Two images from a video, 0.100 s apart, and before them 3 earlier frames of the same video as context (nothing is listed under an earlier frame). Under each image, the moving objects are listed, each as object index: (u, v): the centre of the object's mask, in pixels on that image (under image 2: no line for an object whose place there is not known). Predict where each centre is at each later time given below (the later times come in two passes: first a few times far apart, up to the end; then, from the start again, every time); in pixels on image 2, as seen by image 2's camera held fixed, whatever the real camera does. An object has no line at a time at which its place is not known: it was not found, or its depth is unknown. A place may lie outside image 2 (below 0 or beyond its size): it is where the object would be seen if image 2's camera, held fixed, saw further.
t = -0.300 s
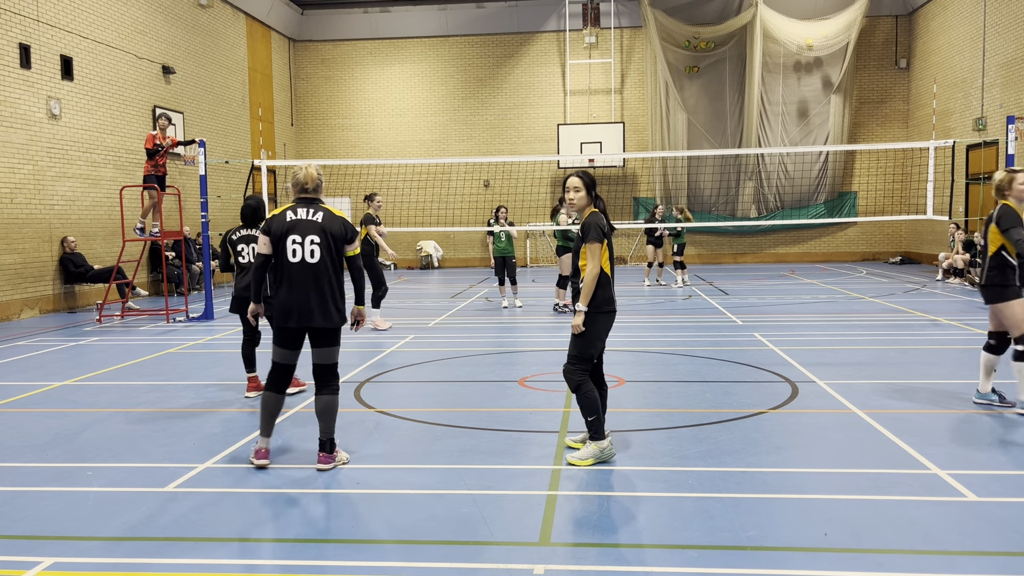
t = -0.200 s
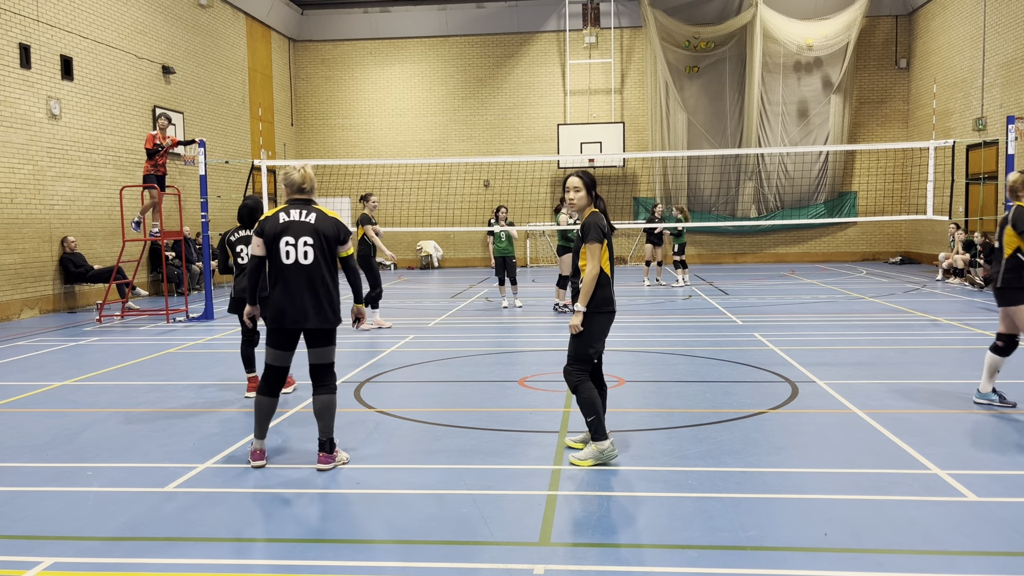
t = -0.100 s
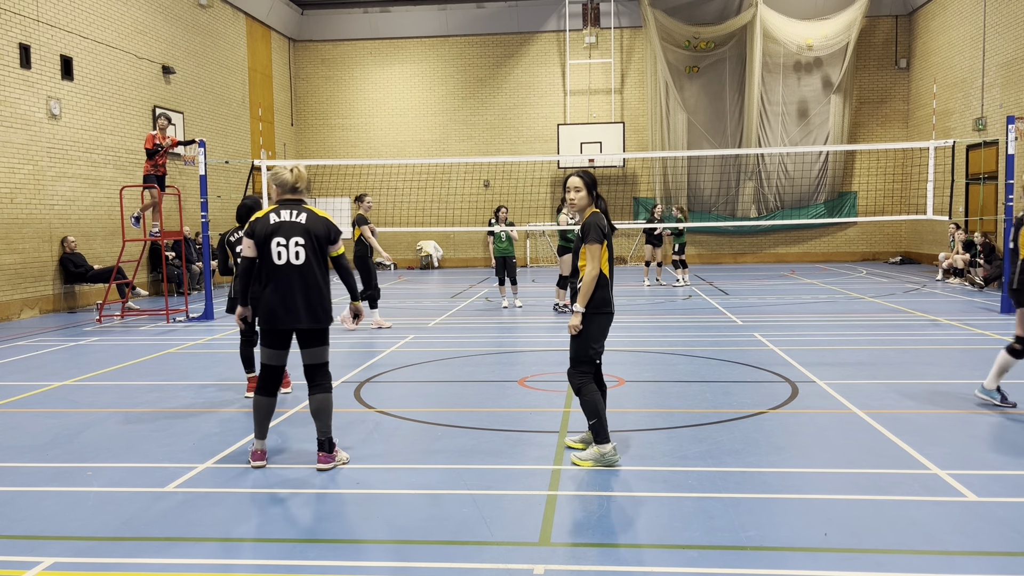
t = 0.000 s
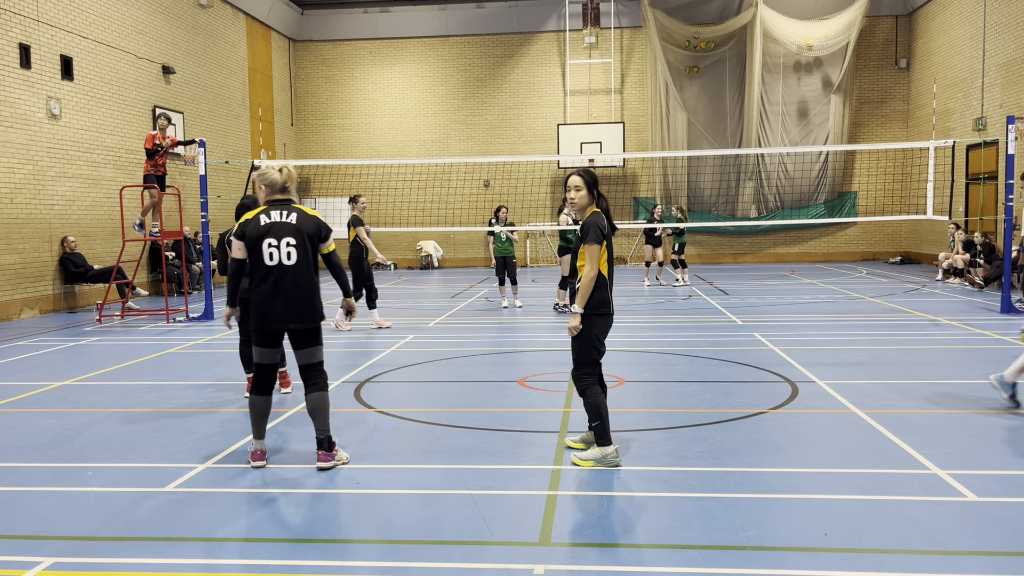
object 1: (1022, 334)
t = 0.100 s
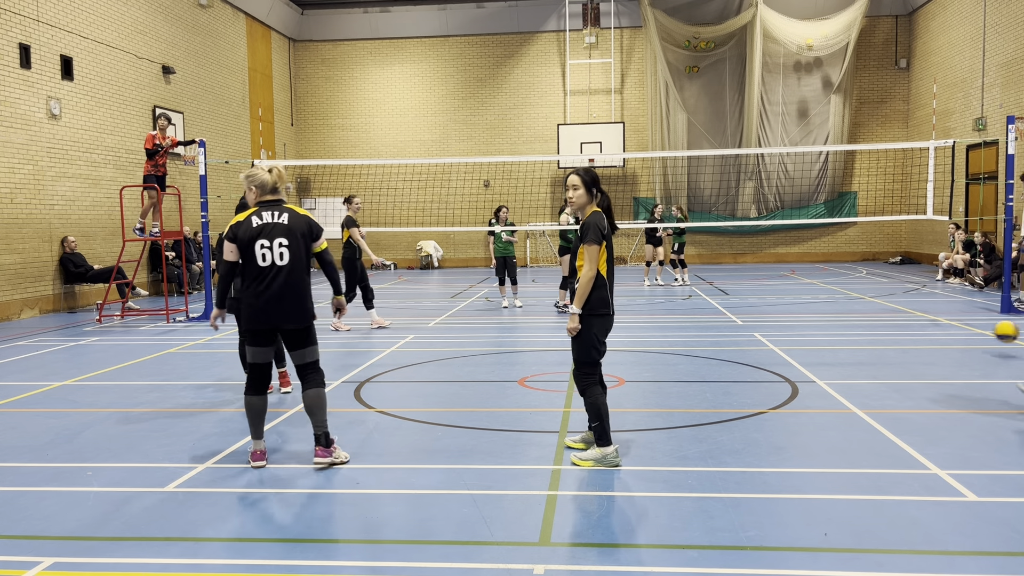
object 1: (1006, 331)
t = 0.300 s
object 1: (957, 329)
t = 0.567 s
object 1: (901, 323)
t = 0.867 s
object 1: (848, 316)
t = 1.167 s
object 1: (804, 314)
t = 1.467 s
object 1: (766, 307)
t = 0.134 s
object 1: (997, 333)
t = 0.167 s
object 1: (989, 335)
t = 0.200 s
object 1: (981, 338)
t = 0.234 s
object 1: (973, 337)
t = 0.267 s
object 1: (965, 333)
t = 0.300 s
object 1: (957, 329)
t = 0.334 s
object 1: (949, 327)
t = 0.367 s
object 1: (942, 326)
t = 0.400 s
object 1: (935, 326)
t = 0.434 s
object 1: (928, 327)
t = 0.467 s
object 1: (921, 329)
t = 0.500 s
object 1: (914, 330)
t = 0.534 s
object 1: (907, 326)
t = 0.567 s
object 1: (901, 323)
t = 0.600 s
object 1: (894, 321)
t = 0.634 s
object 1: (888, 320)
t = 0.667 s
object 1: (883, 320)
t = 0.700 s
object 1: (876, 321)
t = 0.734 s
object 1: (870, 324)
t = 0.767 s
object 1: (864, 321)
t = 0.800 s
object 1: (858, 318)
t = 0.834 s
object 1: (853, 317)
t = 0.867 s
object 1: (848, 316)
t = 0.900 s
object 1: (843, 316)
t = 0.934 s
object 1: (838, 317)
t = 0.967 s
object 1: (833, 318)
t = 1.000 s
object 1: (827, 316)
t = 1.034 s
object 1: (822, 314)
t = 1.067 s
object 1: (818, 312)
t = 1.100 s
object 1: (813, 312)
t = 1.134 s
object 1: (809, 312)
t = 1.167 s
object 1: (804, 314)
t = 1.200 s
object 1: (800, 312)
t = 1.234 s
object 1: (794, 310)
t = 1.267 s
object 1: (790, 310)
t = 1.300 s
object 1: (786, 310)
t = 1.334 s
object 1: (782, 311)
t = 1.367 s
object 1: (778, 310)
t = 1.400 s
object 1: (773, 308)
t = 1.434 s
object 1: (770, 307)
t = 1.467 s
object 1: (766, 307)
